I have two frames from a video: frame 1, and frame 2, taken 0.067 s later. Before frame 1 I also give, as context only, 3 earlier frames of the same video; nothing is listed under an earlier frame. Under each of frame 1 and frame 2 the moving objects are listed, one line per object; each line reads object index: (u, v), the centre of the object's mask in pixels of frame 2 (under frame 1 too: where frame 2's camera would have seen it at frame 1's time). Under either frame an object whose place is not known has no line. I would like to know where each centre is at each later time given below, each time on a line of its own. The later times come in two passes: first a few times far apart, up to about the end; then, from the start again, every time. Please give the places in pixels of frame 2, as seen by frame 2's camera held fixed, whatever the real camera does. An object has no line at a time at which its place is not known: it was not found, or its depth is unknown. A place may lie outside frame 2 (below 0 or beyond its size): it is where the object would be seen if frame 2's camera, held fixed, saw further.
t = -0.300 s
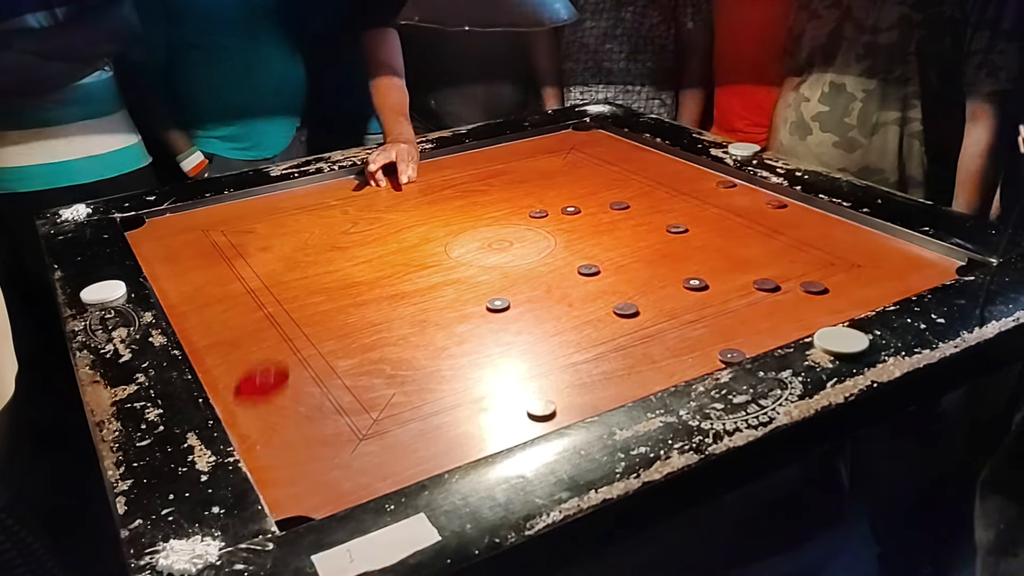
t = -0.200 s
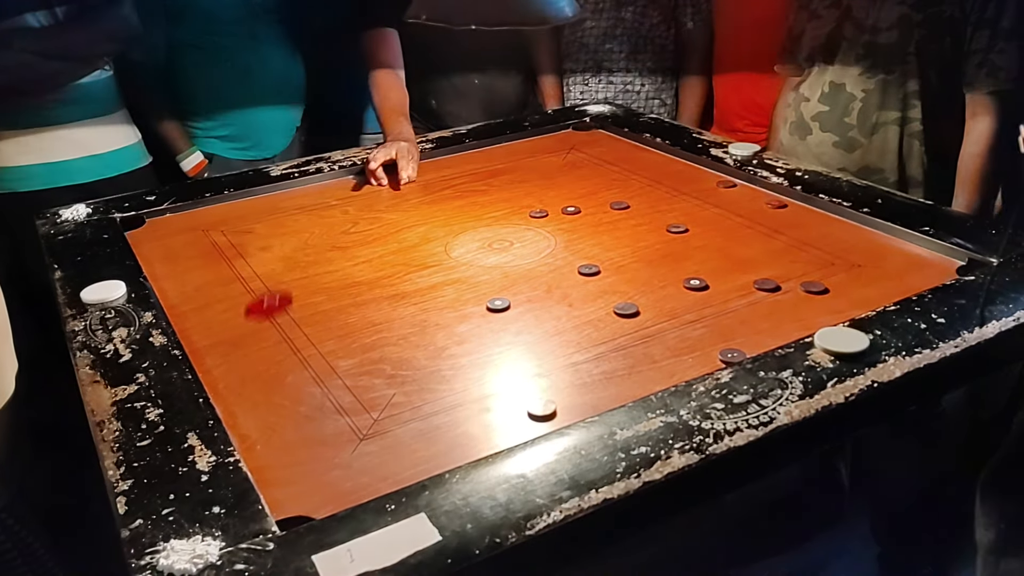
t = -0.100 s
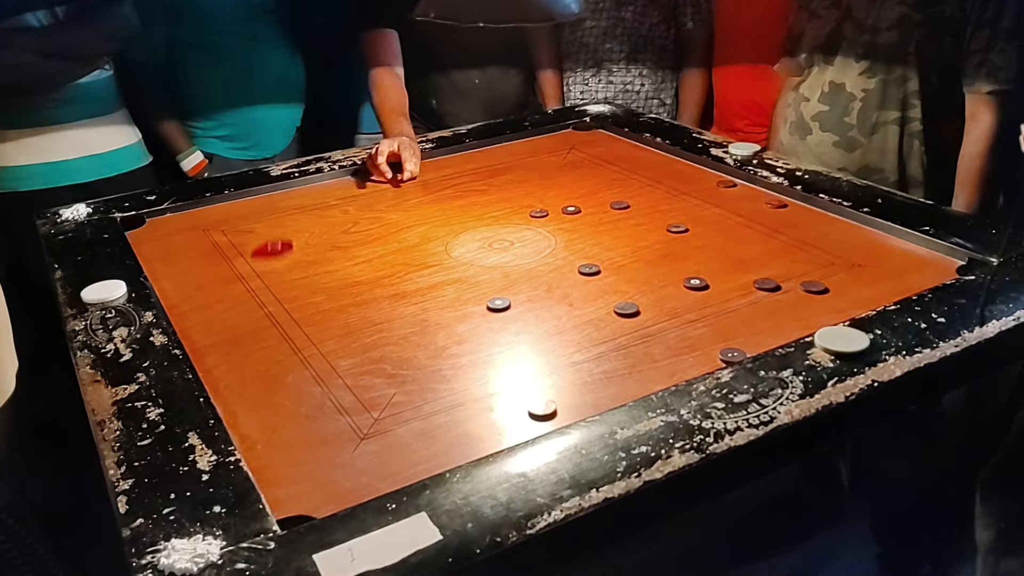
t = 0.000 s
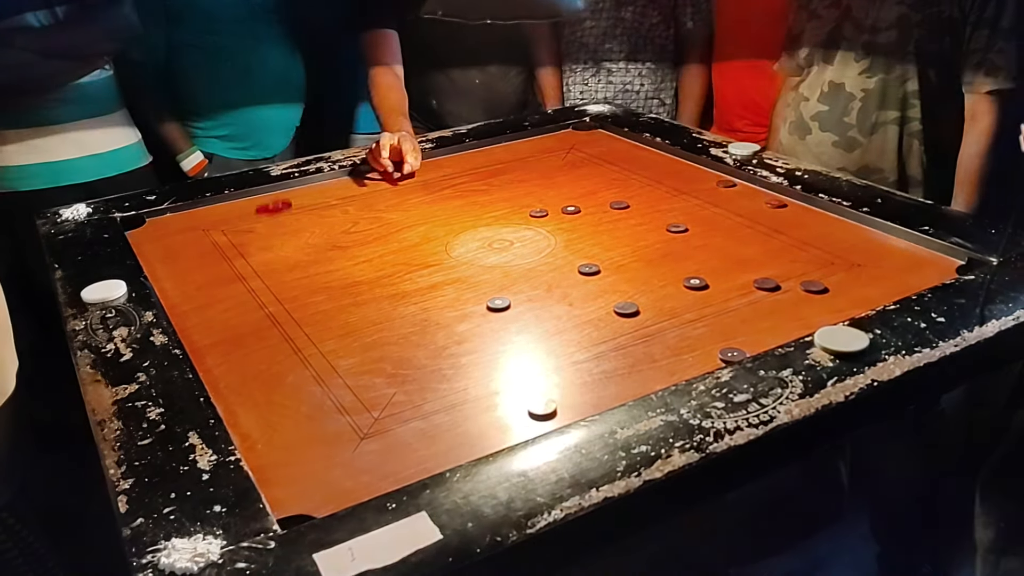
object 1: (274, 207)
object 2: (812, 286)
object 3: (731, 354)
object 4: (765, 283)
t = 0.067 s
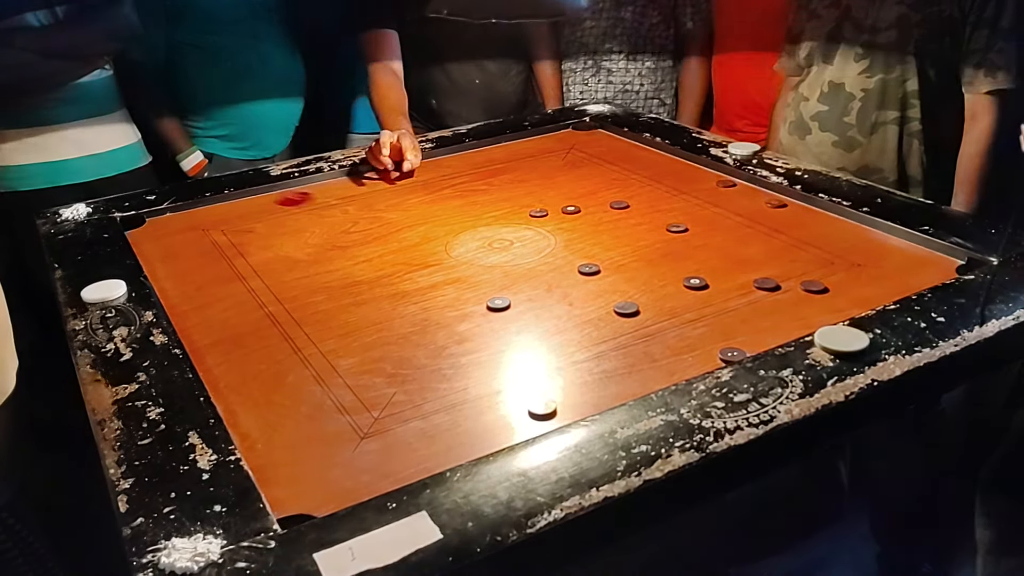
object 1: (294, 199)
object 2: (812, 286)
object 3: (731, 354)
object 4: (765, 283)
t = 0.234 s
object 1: (418, 227)
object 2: (812, 286)
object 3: (732, 354)
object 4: (765, 283)
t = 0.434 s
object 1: (585, 268)
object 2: (812, 286)
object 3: (732, 354)
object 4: (765, 283)
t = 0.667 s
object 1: (729, 310)
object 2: (898, 281)
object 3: (706, 355)
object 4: (793, 279)
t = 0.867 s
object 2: (876, 255)
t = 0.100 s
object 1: (318, 204)
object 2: (812, 286)
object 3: (731, 354)
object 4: (765, 283)
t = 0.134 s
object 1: (341, 209)
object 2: (812, 286)
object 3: (731, 354)
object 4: (765, 283)
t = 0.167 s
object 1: (365, 215)
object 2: (812, 286)
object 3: (731, 354)
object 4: (765, 283)
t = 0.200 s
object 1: (391, 221)
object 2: (812, 286)
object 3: (732, 354)
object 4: (765, 283)
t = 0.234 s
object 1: (418, 227)
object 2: (812, 286)
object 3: (732, 354)
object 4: (765, 283)
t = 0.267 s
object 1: (444, 234)
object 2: (812, 286)
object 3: (732, 354)
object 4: (765, 283)
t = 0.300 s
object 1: (472, 240)
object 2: (812, 286)
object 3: (732, 354)
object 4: (765, 283)
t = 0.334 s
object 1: (501, 247)
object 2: (812, 286)
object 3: (731, 354)
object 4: (765, 283)
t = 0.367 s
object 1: (532, 255)
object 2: (812, 286)
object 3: (732, 354)
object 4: (765, 283)
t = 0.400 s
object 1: (562, 262)
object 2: (812, 286)
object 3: (732, 354)
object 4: (765, 283)
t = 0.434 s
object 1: (585, 268)
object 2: (812, 286)
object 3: (732, 354)
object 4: (765, 283)
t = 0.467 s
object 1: (605, 274)
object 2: (812, 286)
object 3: (732, 354)
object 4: (765, 283)
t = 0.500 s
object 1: (626, 280)
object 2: (812, 286)
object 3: (732, 354)
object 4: (785, 284)
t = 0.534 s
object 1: (646, 286)
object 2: (846, 289)
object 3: (732, 354)
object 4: (789, 282)
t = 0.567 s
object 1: (666, 292)
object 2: (878, 292)
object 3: (732, 354)
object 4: (791, 281)
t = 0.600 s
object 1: (688, 298)
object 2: (903, 293)
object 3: (731, 357)
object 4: (792, 280)
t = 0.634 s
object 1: (708, 304)
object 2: (905, 288)
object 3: (717, 355)
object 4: (793, 279)
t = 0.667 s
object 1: (729, 310)
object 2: (898, 281)
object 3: (706, 355)
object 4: (793, 279)
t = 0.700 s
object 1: (750, 316)
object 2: (893, 275)
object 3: (697, 355)
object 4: (793, 279)
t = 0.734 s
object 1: (770, 322)
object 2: (888, 269)
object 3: (691, 355)
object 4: (793, 279)
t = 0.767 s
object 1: (787, 326)
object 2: (884, 264)
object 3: (690, 355)
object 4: (793, 279)
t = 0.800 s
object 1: (794, 326)
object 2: (881, 260)
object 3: (690, 355)
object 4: (793, 279)
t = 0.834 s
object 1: (790, 322)
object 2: (878, 257)
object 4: (793, 279)
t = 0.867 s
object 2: (876, 255)
